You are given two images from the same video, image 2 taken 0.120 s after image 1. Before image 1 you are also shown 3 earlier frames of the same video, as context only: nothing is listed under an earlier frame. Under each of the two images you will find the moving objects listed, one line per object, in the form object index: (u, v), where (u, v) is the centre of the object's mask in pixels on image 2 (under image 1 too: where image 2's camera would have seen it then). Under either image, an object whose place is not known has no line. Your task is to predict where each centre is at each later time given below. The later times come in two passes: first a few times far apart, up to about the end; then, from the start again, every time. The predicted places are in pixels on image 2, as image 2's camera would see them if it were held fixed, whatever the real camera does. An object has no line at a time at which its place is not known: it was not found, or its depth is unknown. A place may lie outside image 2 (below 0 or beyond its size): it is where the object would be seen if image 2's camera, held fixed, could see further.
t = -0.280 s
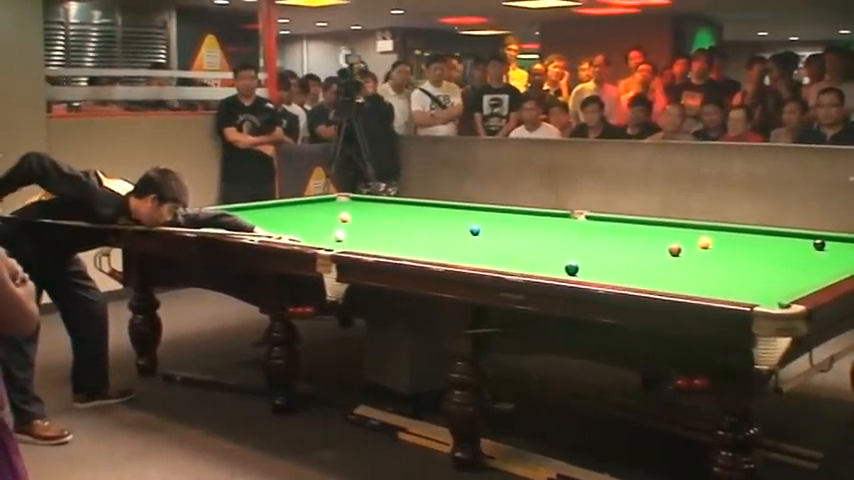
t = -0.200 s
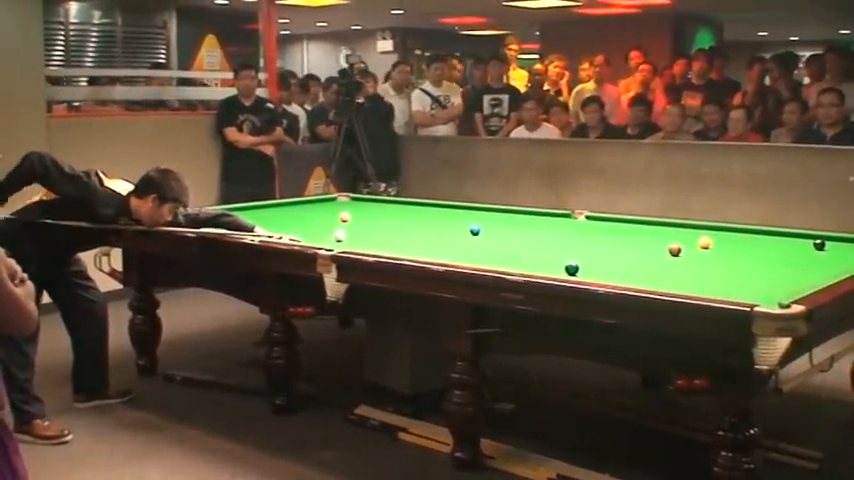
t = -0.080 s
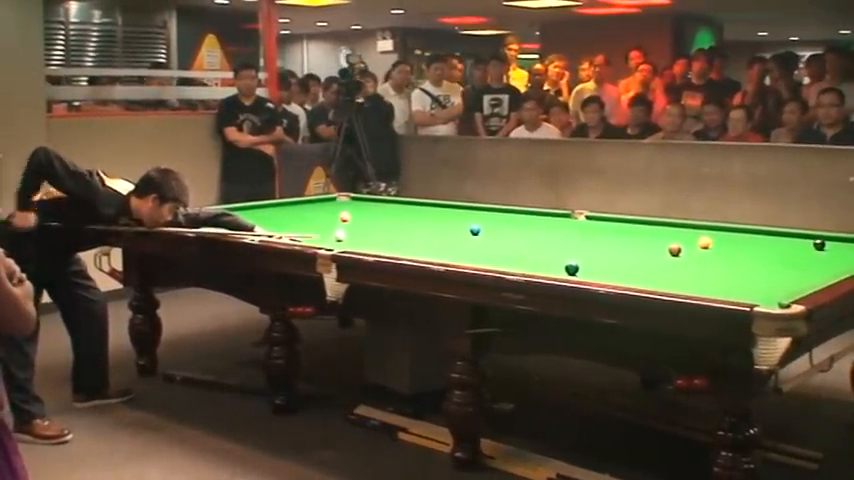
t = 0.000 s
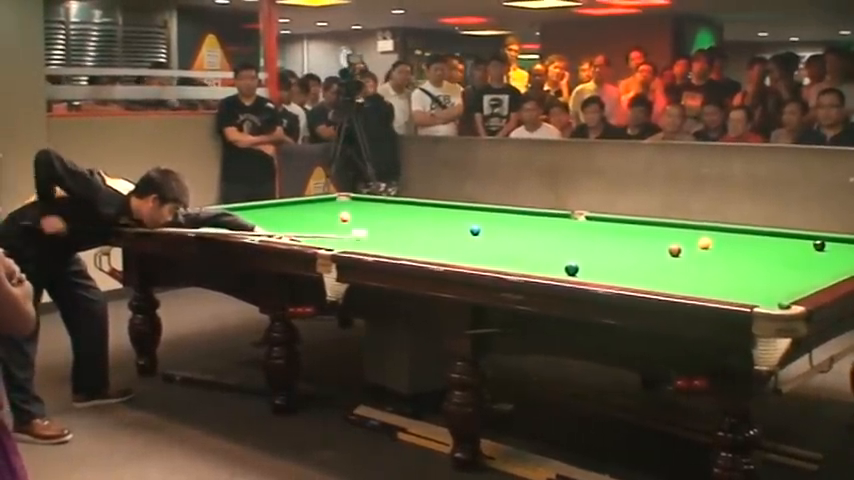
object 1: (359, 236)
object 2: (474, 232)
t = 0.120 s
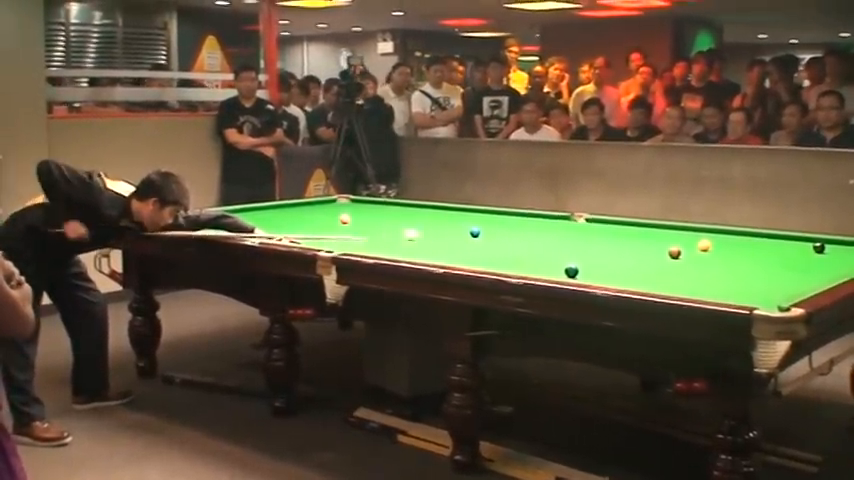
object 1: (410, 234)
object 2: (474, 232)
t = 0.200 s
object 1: (441, 233)
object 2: (474, 232)
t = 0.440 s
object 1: (489, 235)
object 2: (496, 228)
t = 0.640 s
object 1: (516, 237)
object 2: (516, 226)
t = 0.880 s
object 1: (546, 240)
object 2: (538, 222)
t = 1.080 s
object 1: (571, 242)
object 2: (556, 219)
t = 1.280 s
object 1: (596, 244)
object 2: (571, 217)
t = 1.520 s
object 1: (627, 247)
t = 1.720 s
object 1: (653, 249)
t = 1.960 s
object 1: (680, 247)
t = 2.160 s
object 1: (698, 251)
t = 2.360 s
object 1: (715, 251)
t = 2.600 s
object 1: (735, 252)
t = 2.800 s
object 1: (749, 252)
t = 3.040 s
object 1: (767, 252)
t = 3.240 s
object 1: (780, 252)
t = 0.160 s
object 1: (426, 234)
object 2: (474, 232)
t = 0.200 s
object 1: (441, 233)
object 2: (474, 232)
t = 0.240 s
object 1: (456, 232)
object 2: (474, 232)
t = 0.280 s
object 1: (469, 232)
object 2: (477, 232)
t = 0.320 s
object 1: (475, 232)
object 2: (482, 231)
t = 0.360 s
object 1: (480, 234)
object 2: (487, 230)
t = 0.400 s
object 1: (486, 234)
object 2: (493, 229)
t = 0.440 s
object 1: (489, 235)
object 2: (496, 228)
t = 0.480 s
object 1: (495, 236)
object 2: (501, 228)
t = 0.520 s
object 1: (500, 236)
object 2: (505, 227)
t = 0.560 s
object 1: (506, 236)
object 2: (509, 227)
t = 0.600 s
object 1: (511, 237)
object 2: (513, 226)
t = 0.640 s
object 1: (516, 237)
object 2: (516, 226)
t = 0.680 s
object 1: (521, 237)
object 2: (520, 226)
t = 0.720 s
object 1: (525, 237)
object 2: (524, 224)
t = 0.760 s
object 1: (530, 237)
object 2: (528, 223)
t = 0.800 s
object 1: (536, 239)
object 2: (531, 224)
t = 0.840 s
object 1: (540, 239)
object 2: (535, 223)
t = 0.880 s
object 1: (546, 240)
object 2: (538, 222)
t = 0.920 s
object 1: (551, 240)
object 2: (542, 221)
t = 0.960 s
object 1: (556, 240)
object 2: (546, 221)
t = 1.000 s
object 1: (561, 241)
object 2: (549, 220)
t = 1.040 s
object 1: (566, 241)
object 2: (552, 220)
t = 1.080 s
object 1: (571, 242)
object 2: (556, 219)
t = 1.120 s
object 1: (576, 242)
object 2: (559, 219)
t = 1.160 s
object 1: (581, 243)
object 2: (562, 218)
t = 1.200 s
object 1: (586, 243)
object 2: (566, 218)
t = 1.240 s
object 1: (591, 244)
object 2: (568, 218)
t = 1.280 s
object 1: (596, 244)
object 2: (571, 217)
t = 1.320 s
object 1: (602, 245)
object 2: (575, 216)
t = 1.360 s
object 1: (607, 245)
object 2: (578, 217)
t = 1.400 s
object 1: (612, 245)
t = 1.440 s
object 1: (617, 246)
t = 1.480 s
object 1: (622, 246)
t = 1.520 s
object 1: (627, 247)
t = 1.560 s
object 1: (632, 247)
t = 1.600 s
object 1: (638, 248)
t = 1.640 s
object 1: (643, 248)
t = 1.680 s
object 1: (648, 248)
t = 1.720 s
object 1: (653, 249)
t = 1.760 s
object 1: (658, 249)
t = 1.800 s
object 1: (663, 249)
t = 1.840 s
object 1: (667, 249)
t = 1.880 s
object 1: (672, 248)
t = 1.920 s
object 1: (676, 247)
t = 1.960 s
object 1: (680, 247)
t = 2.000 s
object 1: (684, 248)
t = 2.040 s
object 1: (688, 250)
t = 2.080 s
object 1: (691, 250)
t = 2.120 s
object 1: (693, 251)
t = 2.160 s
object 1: (698, 251)
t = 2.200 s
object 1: (701, 250)
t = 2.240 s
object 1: (704, 250)
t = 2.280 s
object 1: (708, 252)
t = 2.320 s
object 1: (712, 251)
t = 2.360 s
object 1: (715, 251)
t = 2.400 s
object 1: (719, 251)
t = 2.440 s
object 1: (722, 251)
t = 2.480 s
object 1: (725, 251)
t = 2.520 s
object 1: (728, 251)
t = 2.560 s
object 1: (731, 252)
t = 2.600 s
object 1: (735, 252)
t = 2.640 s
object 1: (737, 251)
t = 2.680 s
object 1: (741, 252)
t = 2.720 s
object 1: (743, 252)
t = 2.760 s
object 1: (746, 252)
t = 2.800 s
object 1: (749, 252)
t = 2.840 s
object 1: (752, 252)
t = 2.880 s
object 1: (756, 252)
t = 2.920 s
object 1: (758, 252)
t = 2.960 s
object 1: (761, 252)
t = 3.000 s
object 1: (764, 252)
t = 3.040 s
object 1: (767, 252)
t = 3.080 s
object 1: (770, 252)
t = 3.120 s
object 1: (772, 252)
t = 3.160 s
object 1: (775, 252)
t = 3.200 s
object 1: (777, 252)
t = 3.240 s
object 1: (780, 252)
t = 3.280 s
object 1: (782, 252)
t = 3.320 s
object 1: (785, 252)
